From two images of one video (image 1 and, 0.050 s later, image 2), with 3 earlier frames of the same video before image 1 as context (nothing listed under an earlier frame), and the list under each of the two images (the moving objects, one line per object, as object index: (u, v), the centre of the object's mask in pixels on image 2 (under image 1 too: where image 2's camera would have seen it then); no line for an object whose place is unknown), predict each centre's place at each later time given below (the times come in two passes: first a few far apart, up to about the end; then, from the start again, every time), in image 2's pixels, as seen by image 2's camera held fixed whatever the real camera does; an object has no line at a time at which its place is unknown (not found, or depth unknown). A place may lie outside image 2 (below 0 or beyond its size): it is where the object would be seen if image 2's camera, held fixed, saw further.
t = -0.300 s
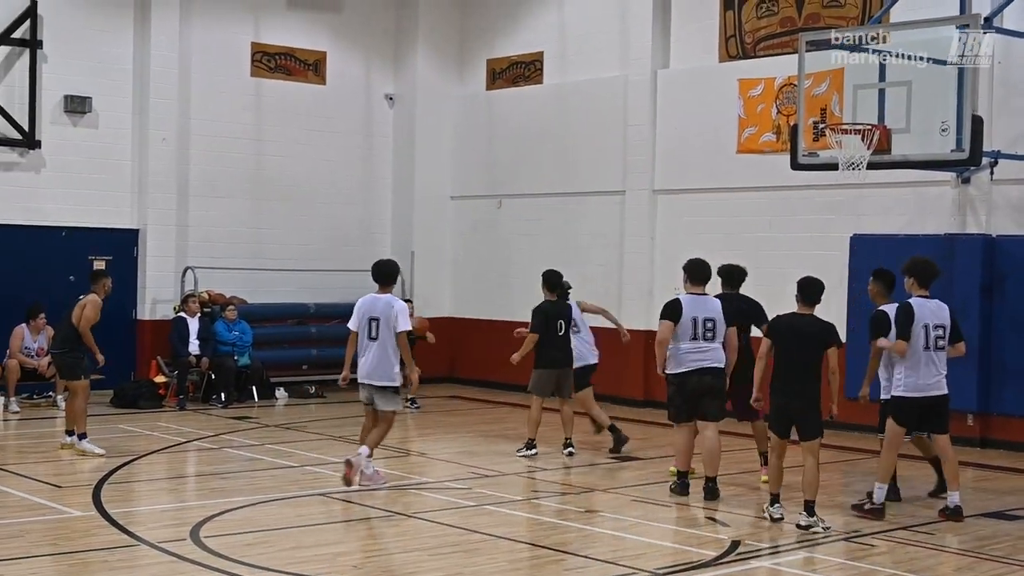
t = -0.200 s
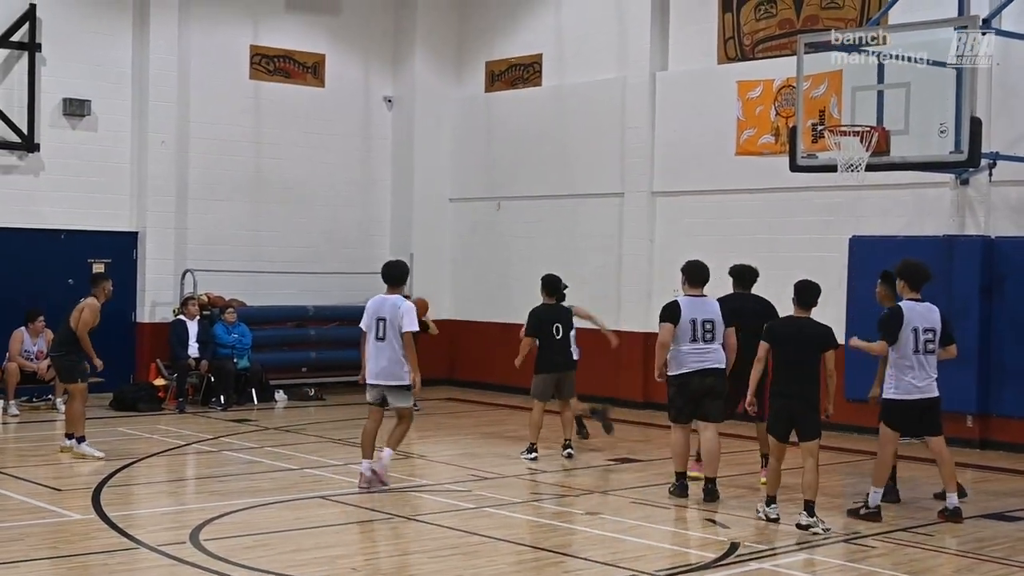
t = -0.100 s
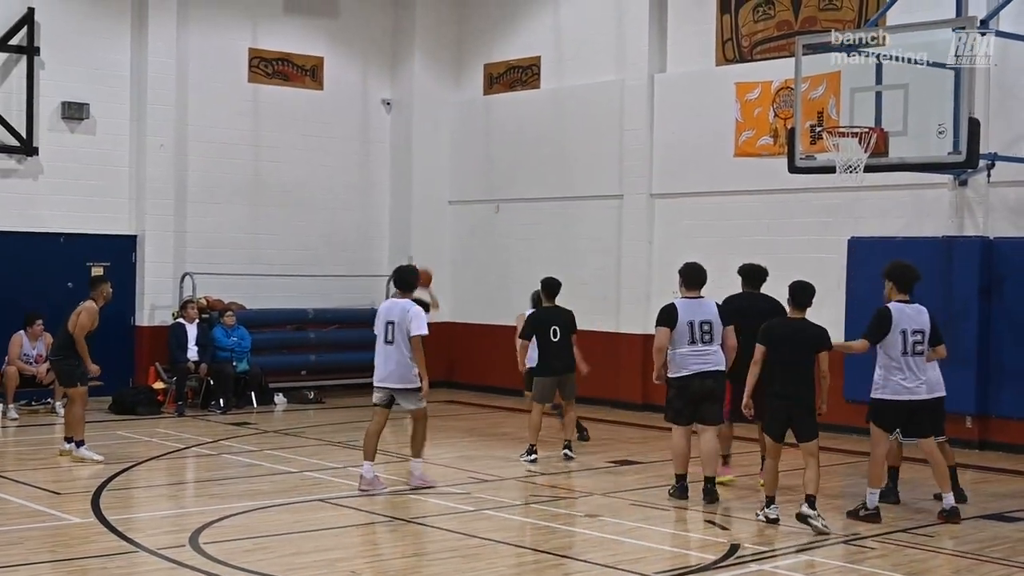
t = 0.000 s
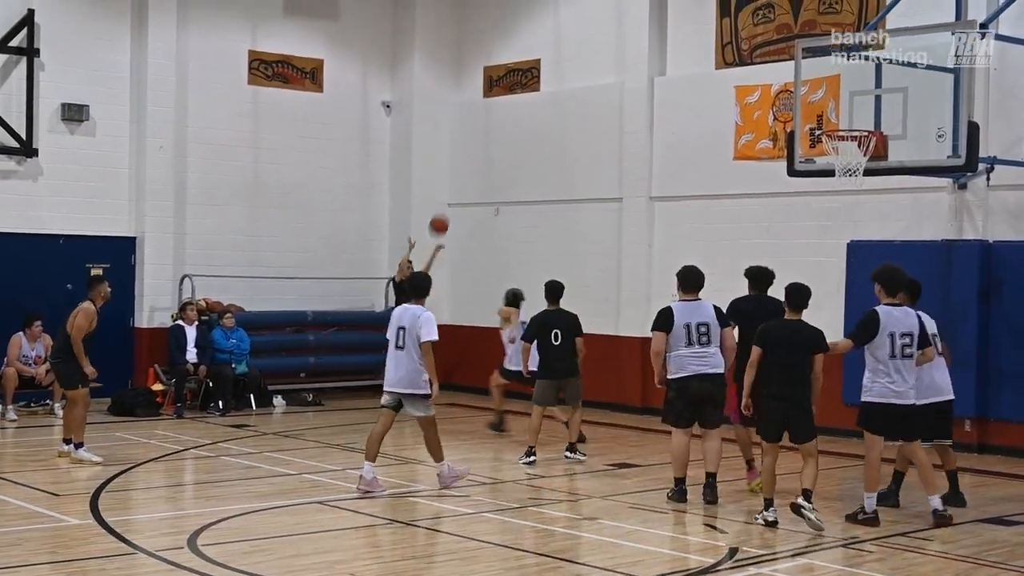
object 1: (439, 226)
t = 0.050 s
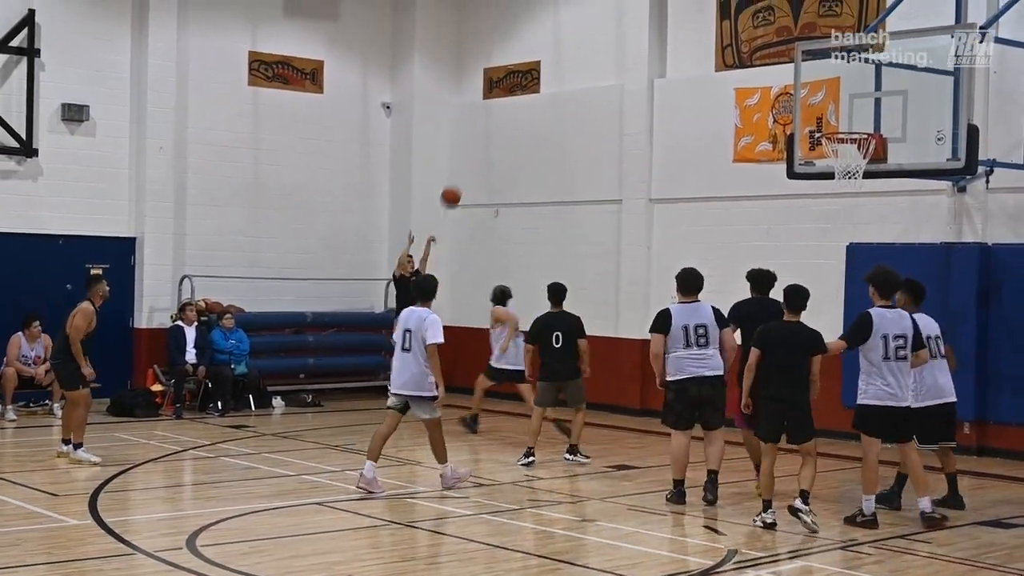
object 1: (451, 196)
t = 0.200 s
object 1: (489, 116)
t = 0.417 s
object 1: (547, 26)
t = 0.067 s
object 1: (455, 187)
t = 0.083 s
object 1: (459, 177)
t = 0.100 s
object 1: (463, 168)
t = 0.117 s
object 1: (467, 159)
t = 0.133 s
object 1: (471, 150)
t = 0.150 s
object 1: (476, 141)
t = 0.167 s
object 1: (480, 133)
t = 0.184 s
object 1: (484, 125)
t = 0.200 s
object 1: (489, 116)
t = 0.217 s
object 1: (492, 109)
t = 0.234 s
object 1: (497, 100)
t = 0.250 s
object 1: (501, 92)
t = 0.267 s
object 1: (506, 85)
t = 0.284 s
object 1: (510, 80)
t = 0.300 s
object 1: (516, 72)
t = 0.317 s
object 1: (520, 64)
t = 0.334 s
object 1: (524, 57)
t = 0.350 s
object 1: (529, 50)
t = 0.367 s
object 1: (533, 44)
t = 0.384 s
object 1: (538, 38)
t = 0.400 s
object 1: (543, 32)
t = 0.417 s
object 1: (547, 26)
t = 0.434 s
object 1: (552, 21)
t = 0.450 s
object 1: (557, 15)
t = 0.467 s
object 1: (562, 10)
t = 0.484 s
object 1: (567, 5)
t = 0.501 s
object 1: (572, 1)
